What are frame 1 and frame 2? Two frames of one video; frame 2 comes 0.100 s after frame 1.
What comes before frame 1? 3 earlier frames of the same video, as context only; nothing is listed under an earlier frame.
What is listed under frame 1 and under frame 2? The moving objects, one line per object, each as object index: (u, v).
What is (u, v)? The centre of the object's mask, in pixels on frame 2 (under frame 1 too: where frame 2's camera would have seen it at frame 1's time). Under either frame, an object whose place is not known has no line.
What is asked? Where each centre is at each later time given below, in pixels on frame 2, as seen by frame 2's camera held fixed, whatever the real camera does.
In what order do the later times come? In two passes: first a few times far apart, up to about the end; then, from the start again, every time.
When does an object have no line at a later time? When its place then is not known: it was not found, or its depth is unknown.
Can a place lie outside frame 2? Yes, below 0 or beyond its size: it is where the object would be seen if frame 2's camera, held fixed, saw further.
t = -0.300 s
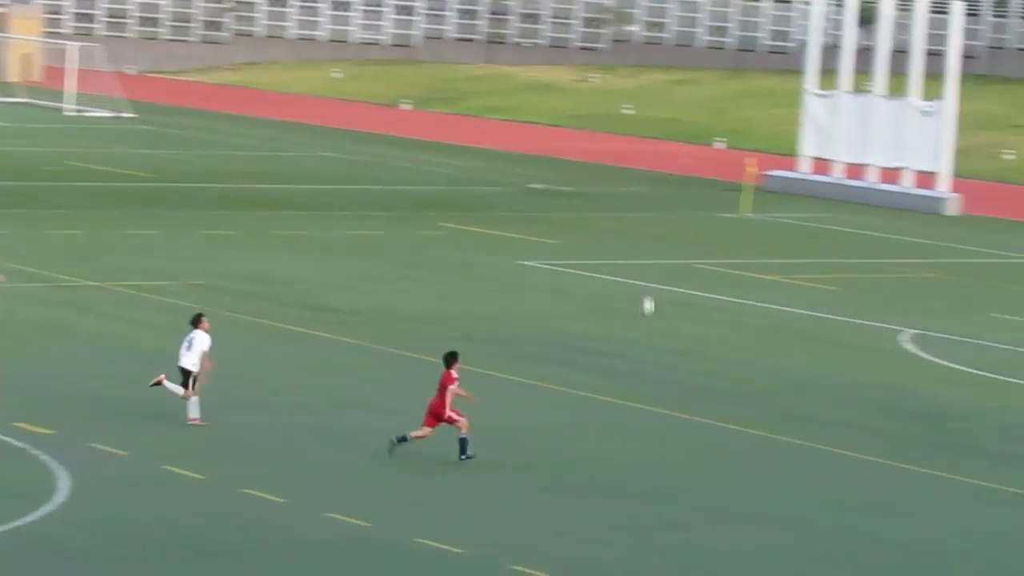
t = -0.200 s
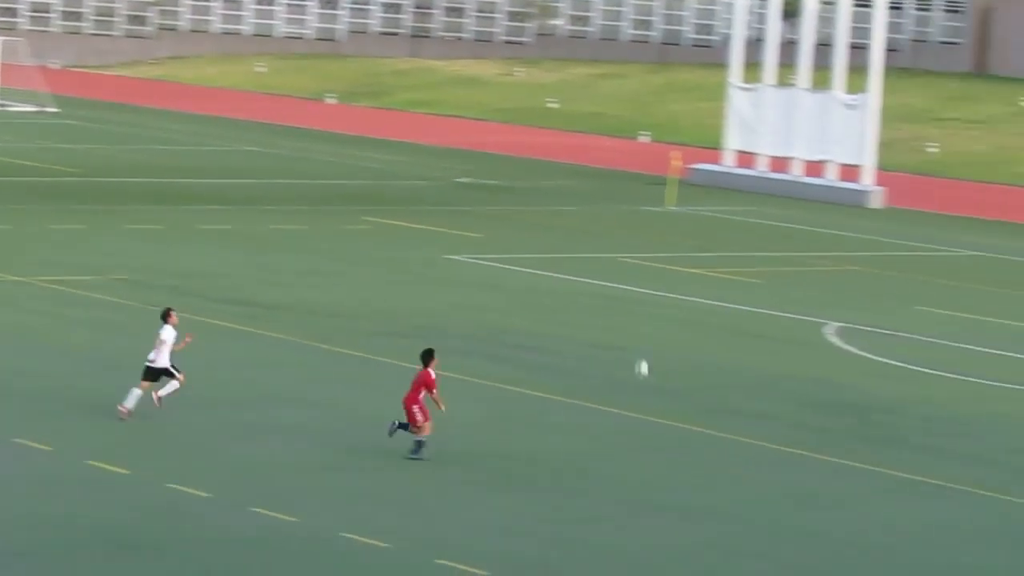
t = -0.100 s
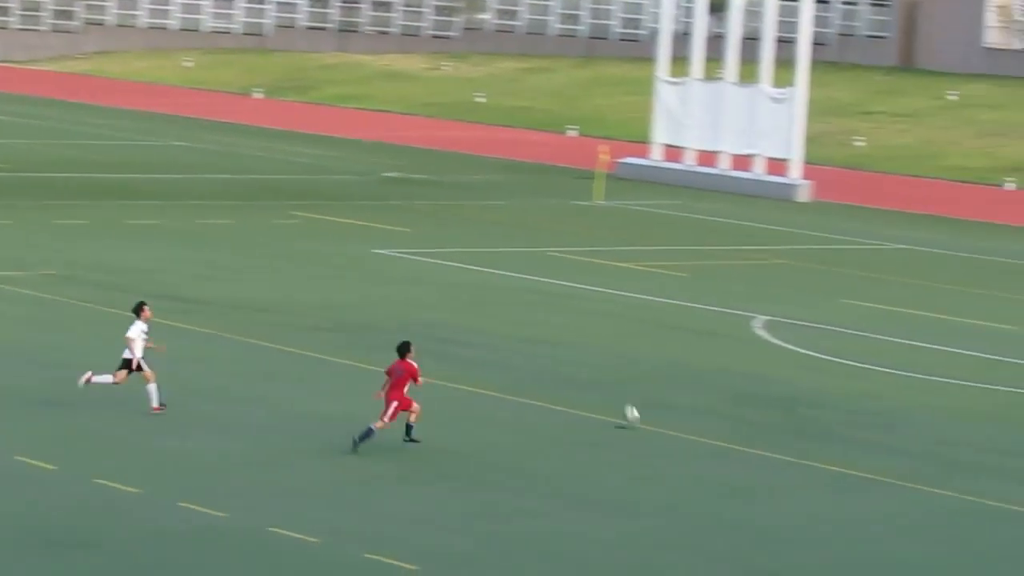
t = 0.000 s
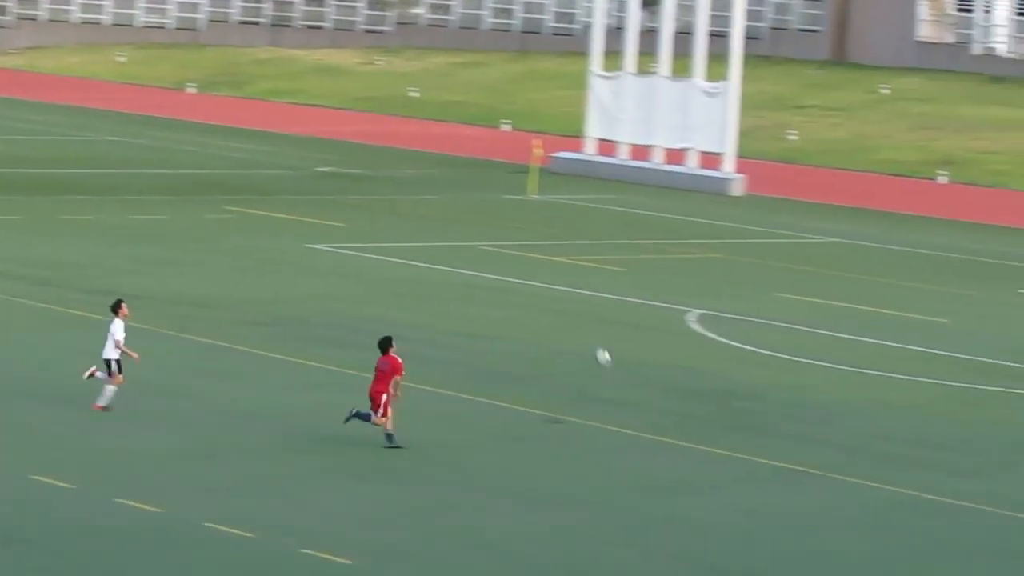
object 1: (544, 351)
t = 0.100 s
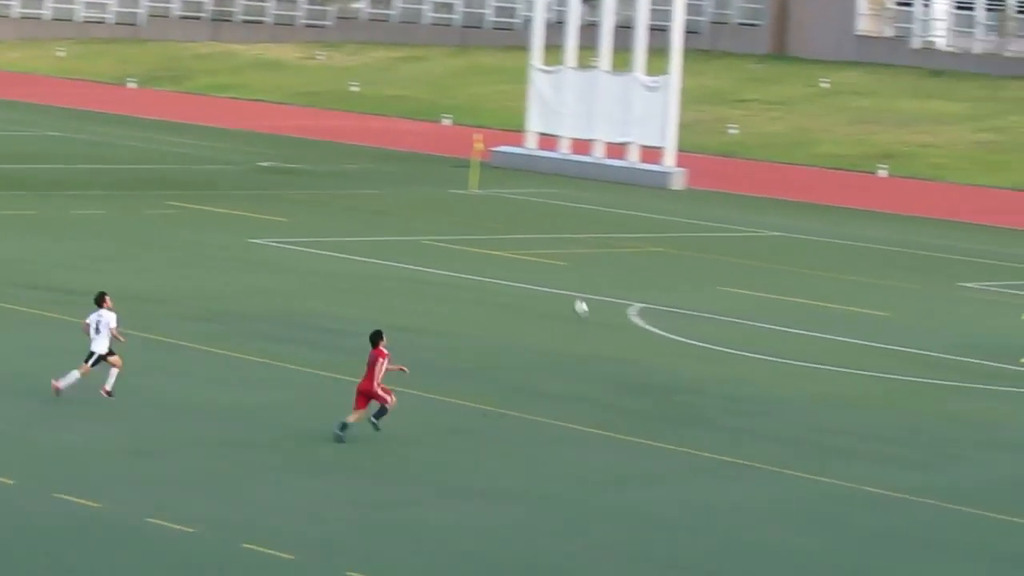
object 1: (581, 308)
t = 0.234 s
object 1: (628, 261)
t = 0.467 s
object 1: (708, 209)
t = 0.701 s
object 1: (786, 192)
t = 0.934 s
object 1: (858, 210)
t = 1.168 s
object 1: (926, 263)
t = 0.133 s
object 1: (592, 294)
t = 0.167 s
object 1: (604, 283)
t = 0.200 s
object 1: (616, 272)
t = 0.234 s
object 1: (628, 261)
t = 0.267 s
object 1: (639, 251)
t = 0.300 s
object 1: (651, 243)
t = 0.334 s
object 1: (662, 234)
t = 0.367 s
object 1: (674, 227)
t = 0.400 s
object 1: (686, 220)
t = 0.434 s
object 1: (697, 213)
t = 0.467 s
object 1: (708, 209)
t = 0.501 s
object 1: (720, 204)
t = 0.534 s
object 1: (731, 200)
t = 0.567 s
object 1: (742, 197)
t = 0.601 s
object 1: (753, 196)
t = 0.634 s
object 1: (764, 194)
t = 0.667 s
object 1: (775, 193)
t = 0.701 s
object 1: (786, 192)
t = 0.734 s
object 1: (796, 193)
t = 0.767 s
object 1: (807, 194)
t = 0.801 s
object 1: (817, 196)
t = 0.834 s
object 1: (828, 199)
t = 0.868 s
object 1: (839, 202)
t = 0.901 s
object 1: (848, 206)
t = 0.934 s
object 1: (858, 210)
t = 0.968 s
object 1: (868, 216)
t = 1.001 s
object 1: (878, 222)
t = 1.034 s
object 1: (888, 229)
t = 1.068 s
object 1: (898, 236)
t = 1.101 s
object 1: (907, 245)
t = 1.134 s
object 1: (916, 253)
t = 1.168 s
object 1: (926, 263)
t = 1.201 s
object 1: (935, 273)
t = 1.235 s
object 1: (944, 284)
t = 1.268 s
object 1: (953, 295)
